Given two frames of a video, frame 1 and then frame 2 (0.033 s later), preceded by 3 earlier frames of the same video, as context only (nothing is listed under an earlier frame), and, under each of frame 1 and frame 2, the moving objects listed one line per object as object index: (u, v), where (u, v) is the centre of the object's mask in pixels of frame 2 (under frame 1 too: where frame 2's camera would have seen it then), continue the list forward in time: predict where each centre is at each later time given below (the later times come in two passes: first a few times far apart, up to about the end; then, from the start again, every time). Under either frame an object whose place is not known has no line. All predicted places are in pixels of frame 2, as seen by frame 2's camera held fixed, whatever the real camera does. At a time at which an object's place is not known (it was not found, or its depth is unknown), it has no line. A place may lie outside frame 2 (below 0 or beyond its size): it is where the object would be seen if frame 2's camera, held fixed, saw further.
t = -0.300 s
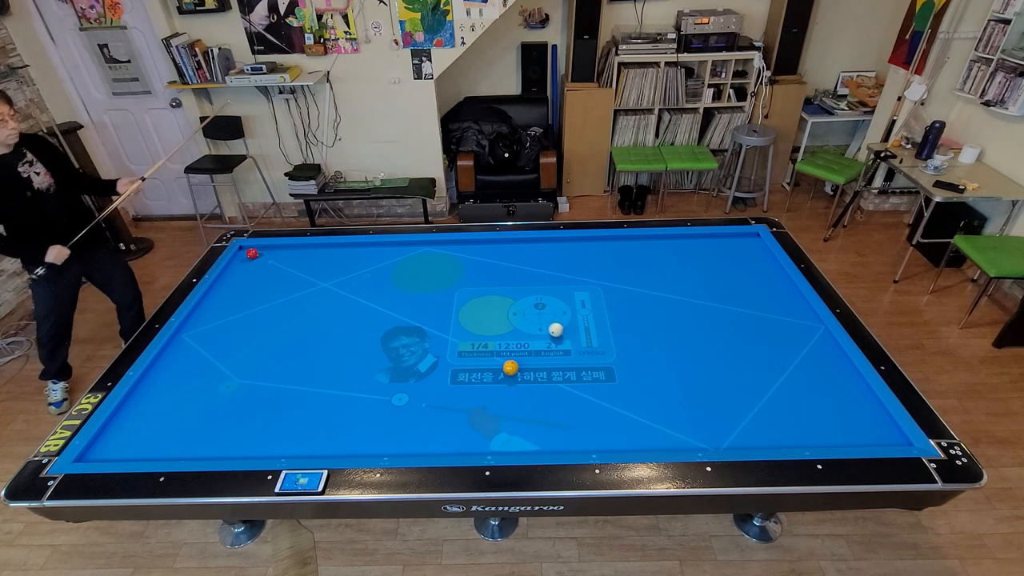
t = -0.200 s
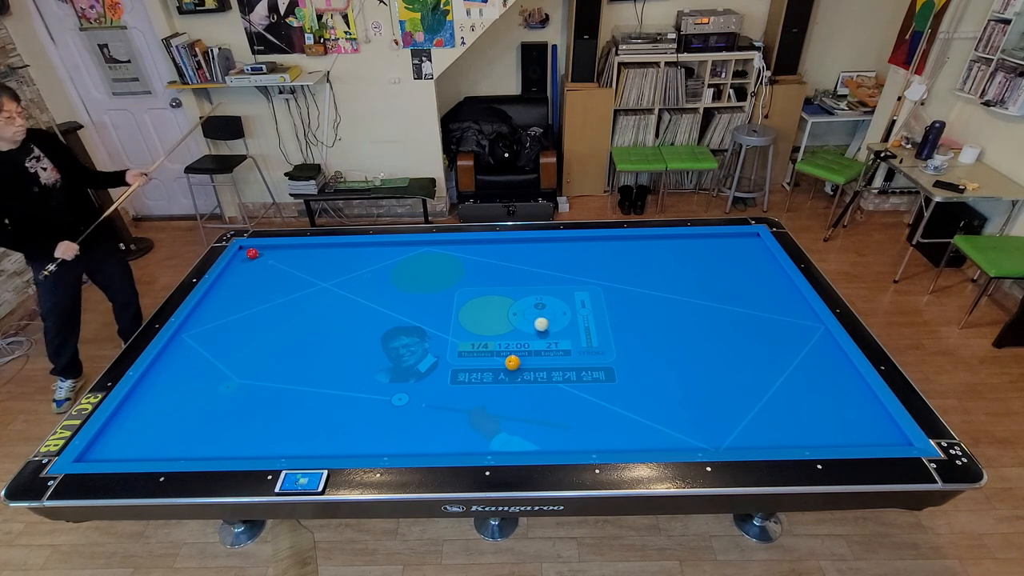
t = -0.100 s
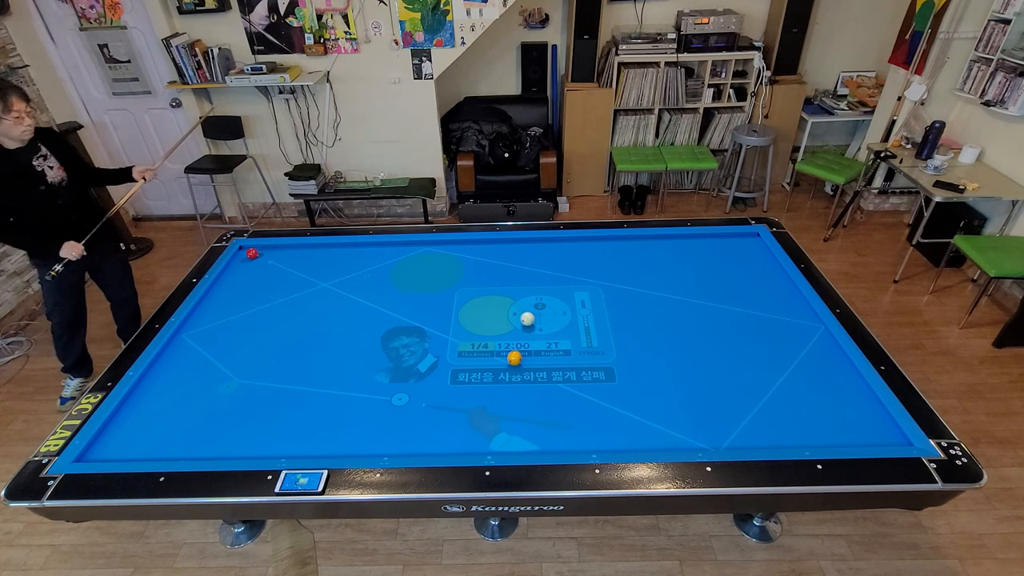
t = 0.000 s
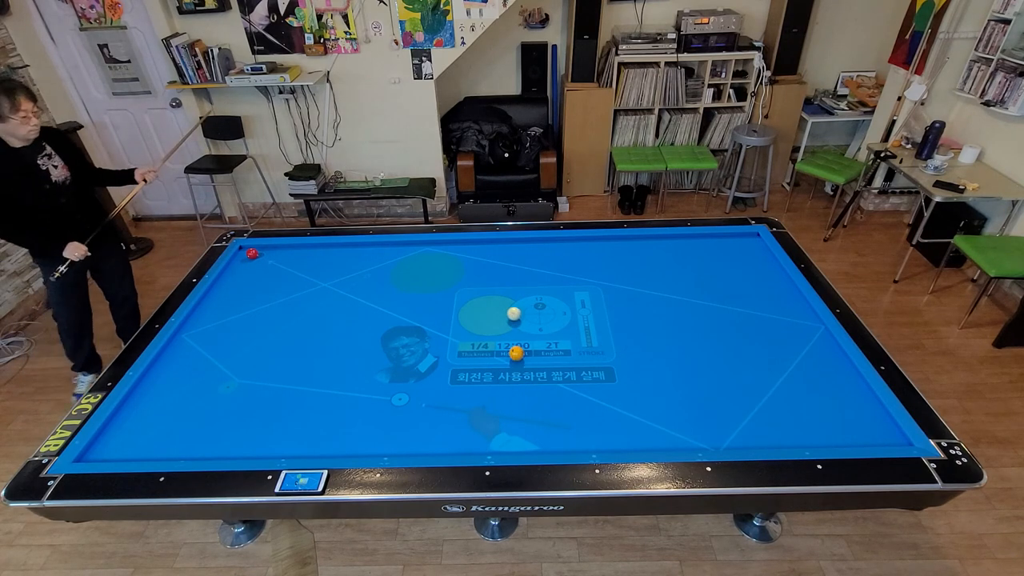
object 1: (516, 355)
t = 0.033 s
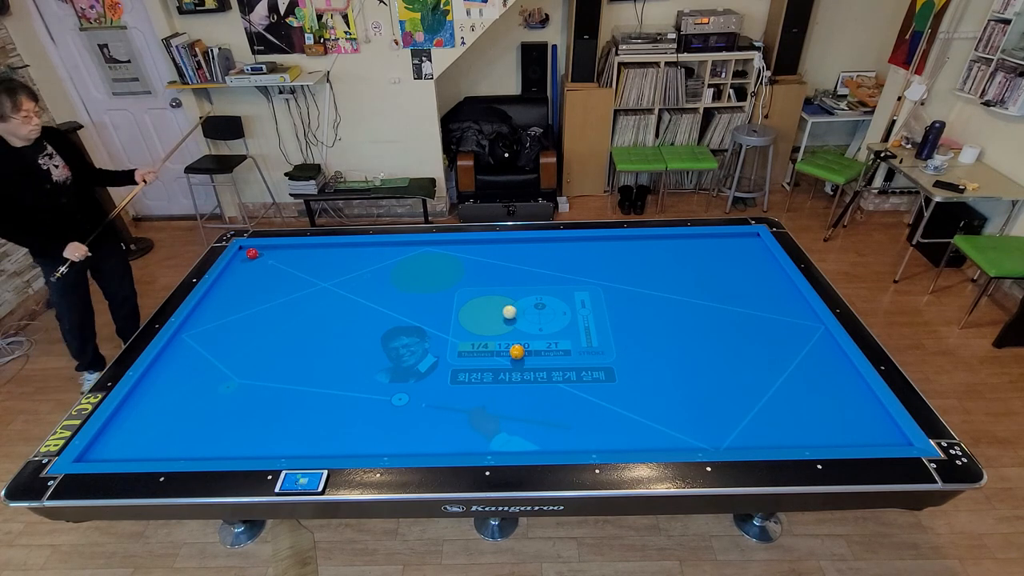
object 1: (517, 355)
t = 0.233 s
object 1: (520, 347)
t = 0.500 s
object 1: (524, 335)
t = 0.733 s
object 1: (528, 327)
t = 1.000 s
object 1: (532, 317)
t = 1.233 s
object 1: (534, 310)
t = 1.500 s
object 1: (537, 303)
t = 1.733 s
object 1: (539, 299)
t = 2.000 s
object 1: (542, 291)
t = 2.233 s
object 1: (543, 285)
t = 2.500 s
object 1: (546, 280)
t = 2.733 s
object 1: (547, 275)
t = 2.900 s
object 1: (548, 272)
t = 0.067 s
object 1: (518, 354)
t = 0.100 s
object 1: (519, 354)
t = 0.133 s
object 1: (519, 353)
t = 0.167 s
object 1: (520, 350)
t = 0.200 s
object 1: (520, 349)
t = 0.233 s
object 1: (520, 347)
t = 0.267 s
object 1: (521, 343)
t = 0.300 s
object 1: (521, 342)
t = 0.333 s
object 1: (522, 341)
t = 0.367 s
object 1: (522, 340)
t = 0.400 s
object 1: (523, 339)
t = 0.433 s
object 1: (523, 338)
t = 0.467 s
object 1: (524, 337)
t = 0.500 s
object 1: (524, 335)
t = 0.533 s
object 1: (525, 333)
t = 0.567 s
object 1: (525, 332)
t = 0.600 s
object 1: (526, 331)
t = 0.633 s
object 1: (526, 330)
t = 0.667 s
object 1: (527, 329)
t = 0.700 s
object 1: (528, 329)
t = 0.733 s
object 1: (528, 327)
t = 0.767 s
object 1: (528, 326)
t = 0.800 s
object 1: (529, 324)
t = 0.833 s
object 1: (529, 323)
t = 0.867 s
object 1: (530, 323)
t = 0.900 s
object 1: (531, 321)
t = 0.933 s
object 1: (531, 321)
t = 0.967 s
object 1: (531, 319)
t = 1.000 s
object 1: (532, 317)
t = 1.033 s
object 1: (532, 316)
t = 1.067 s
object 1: (533, 316)
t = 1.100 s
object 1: (533, 315)
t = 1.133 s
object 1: (533, 314)
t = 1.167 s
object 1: (534, 313)
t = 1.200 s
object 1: (534, 311)
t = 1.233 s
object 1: (534, 310)
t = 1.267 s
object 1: (534, 309)
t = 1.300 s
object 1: (535, 309)
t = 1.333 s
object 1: (535, 308)
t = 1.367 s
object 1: (536, 307)
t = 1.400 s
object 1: (536, 306)
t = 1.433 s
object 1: (536, 306)
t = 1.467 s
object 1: (537, 304)
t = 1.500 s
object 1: (537, 303)
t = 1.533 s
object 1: (537, 302)
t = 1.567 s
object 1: (537, 301)
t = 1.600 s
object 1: (537, 300)
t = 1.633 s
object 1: (538, 300)
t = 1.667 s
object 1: (538, 299)
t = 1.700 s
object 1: (539, 299)
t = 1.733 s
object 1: (539, 299)
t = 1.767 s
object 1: (540, 298)
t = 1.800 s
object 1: (540, 298)
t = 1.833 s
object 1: (540, 297)
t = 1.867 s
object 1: (541, 296)
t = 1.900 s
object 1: (541, 294)
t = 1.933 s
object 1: (541, 293)
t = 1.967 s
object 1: (541, 292)
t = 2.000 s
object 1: (542, 291)
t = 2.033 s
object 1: (542, 290)
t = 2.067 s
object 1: (543, 289)
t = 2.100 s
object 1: (543, 288)
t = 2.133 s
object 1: (543, 287)
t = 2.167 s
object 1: (543, 286)
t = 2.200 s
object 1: (543, 286)
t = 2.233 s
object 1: (543, 285)
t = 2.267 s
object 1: (544, 284)
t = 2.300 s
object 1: (544, 284)
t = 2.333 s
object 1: (544, 283)
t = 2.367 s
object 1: (544, 282)
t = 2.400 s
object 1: (545, 281)
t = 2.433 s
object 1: (545, 281)
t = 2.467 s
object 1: (545, 280)
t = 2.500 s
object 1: (546, 280)
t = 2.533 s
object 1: (546, 279)
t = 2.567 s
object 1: (546, 279)
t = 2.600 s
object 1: (546, 277)
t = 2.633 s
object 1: (546, 277)
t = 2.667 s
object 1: (547, 276)
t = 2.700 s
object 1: (547, 275)
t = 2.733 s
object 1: (547, 275)
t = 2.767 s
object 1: (547, 274)
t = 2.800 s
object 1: (548, 274)
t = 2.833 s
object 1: (548, 273)
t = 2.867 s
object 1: (548, 273)
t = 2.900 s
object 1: (548, 272)
